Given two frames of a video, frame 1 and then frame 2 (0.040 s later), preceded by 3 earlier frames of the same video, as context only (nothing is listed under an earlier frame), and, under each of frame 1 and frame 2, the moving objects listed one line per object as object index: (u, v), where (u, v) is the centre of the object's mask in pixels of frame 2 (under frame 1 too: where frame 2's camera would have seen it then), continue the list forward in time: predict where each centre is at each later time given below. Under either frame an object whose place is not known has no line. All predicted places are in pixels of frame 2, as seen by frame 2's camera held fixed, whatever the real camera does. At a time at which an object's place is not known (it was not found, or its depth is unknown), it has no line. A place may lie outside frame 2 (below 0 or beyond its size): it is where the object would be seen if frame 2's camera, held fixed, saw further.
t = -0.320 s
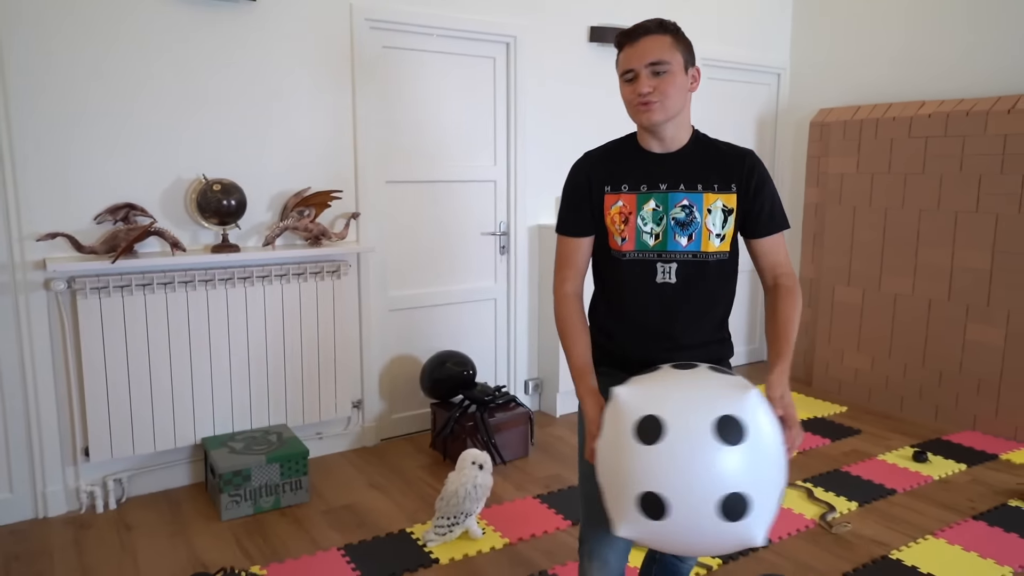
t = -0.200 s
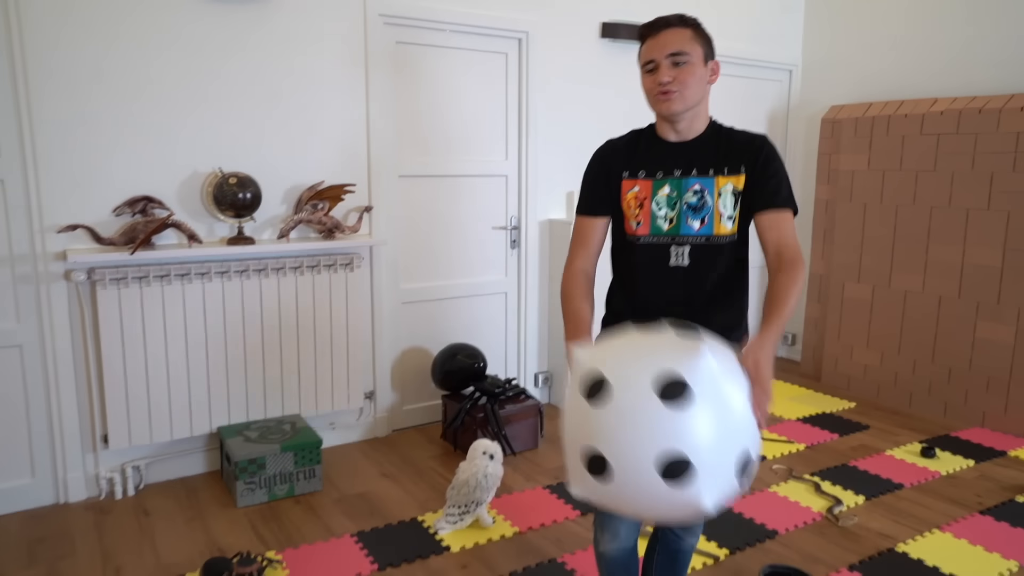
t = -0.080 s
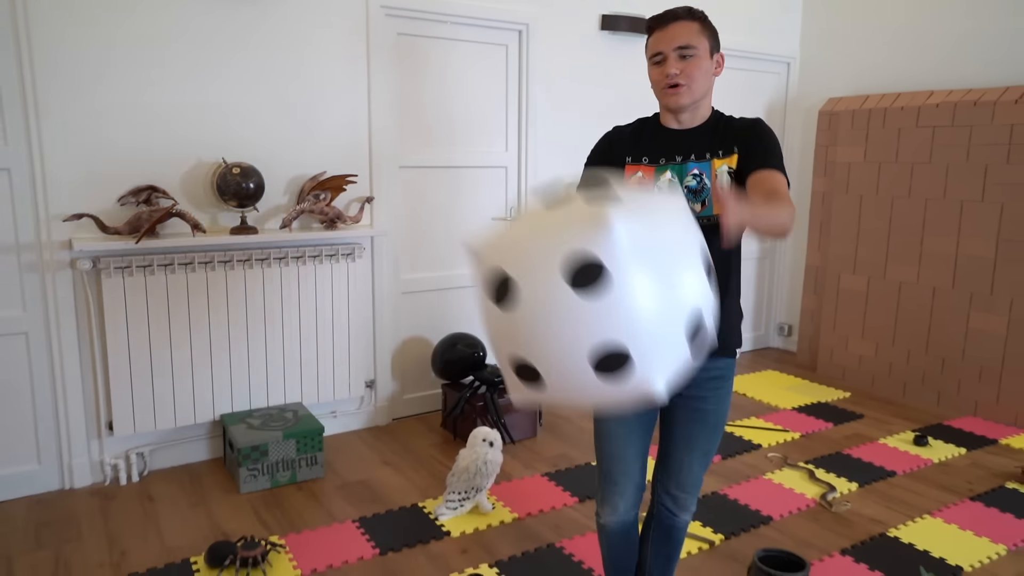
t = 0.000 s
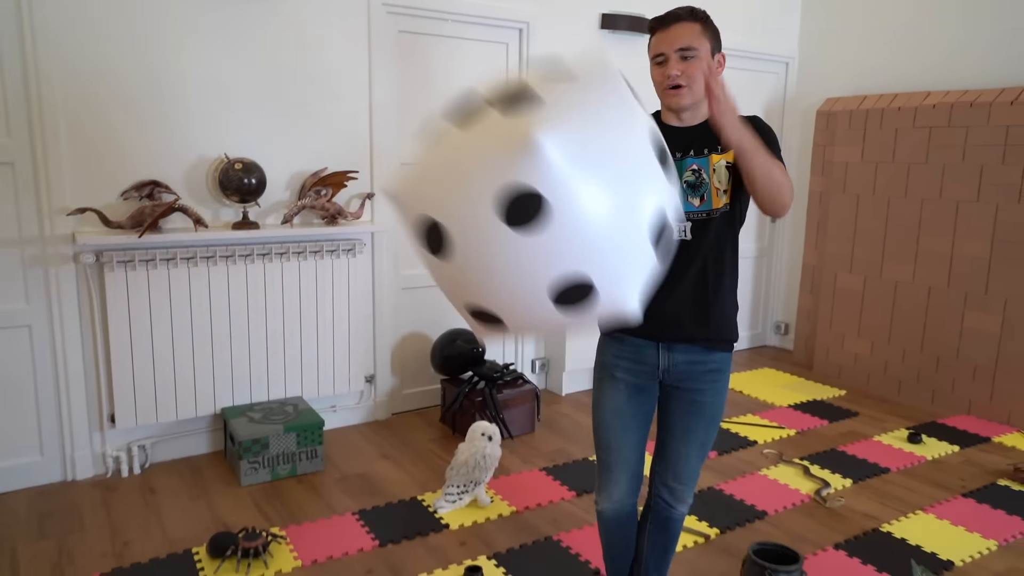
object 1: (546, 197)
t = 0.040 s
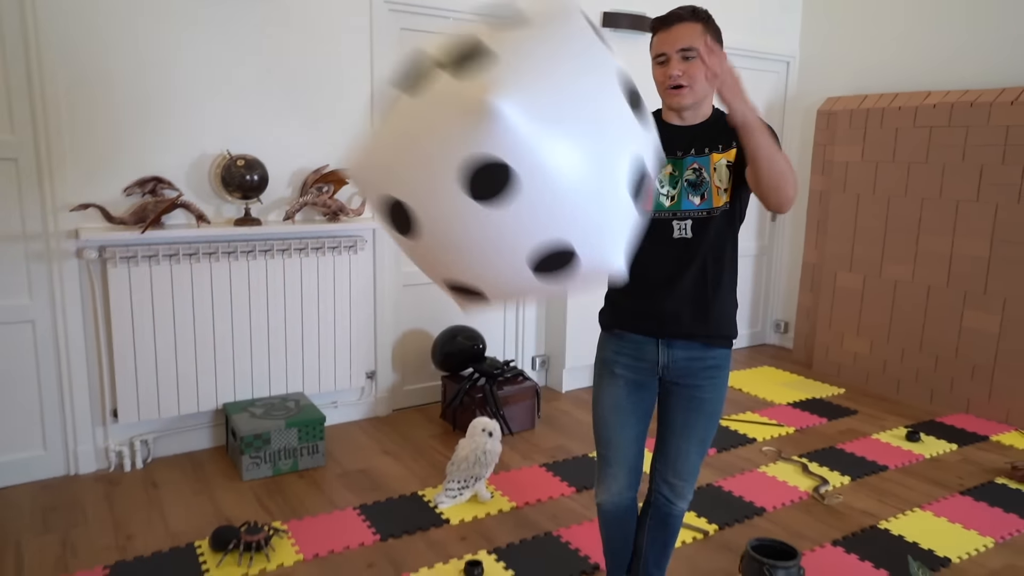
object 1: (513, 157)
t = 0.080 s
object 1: (470, 133)
